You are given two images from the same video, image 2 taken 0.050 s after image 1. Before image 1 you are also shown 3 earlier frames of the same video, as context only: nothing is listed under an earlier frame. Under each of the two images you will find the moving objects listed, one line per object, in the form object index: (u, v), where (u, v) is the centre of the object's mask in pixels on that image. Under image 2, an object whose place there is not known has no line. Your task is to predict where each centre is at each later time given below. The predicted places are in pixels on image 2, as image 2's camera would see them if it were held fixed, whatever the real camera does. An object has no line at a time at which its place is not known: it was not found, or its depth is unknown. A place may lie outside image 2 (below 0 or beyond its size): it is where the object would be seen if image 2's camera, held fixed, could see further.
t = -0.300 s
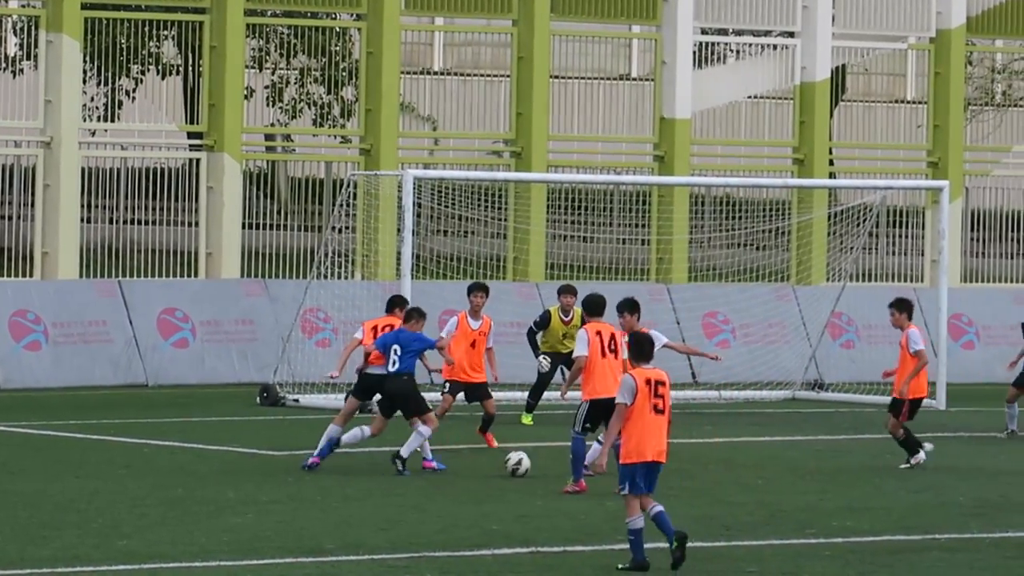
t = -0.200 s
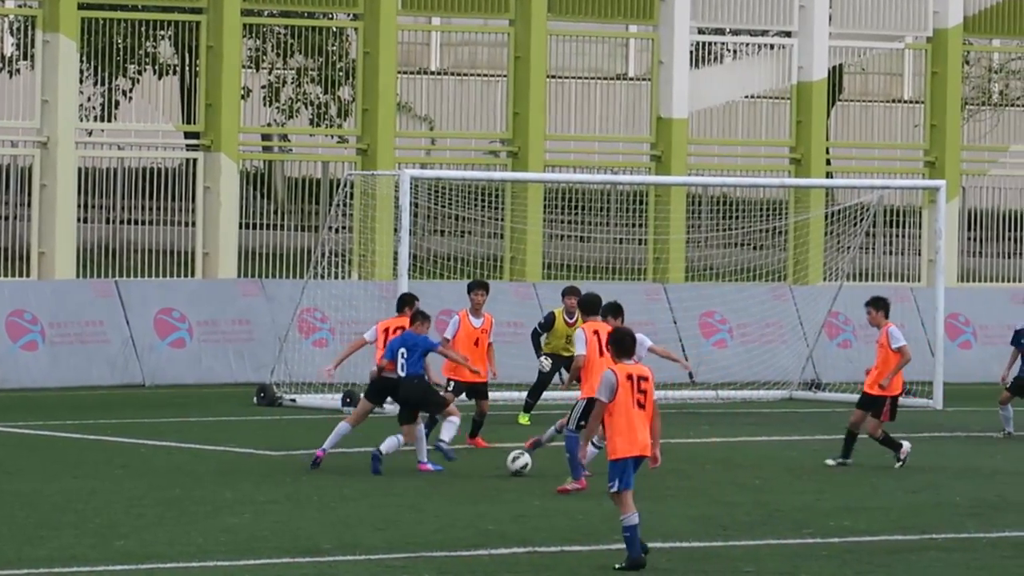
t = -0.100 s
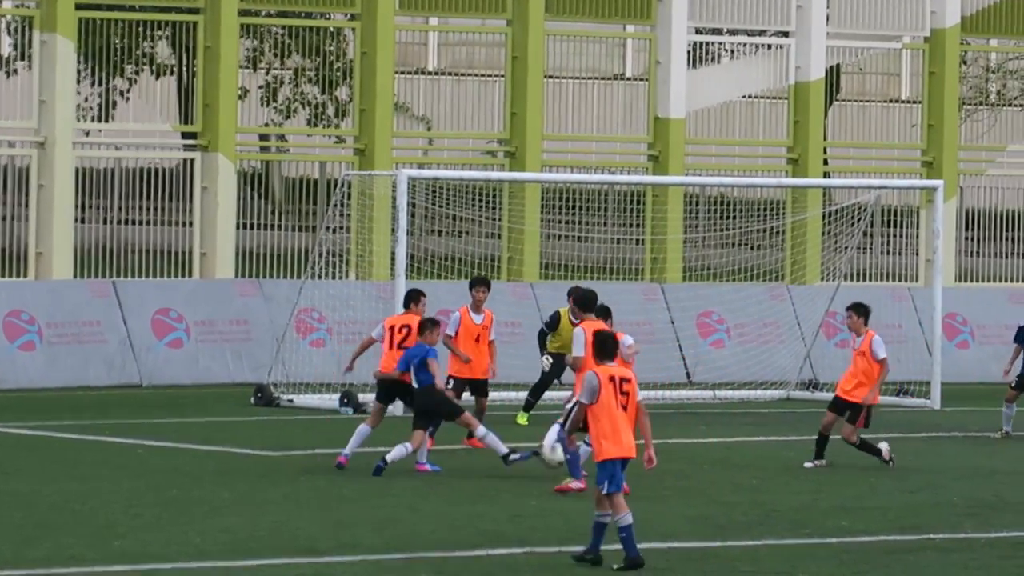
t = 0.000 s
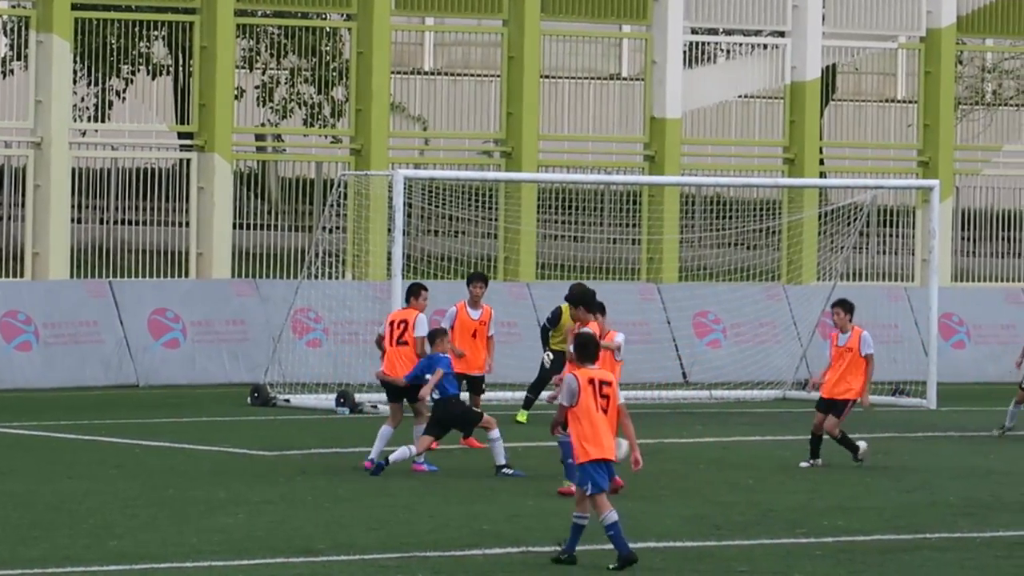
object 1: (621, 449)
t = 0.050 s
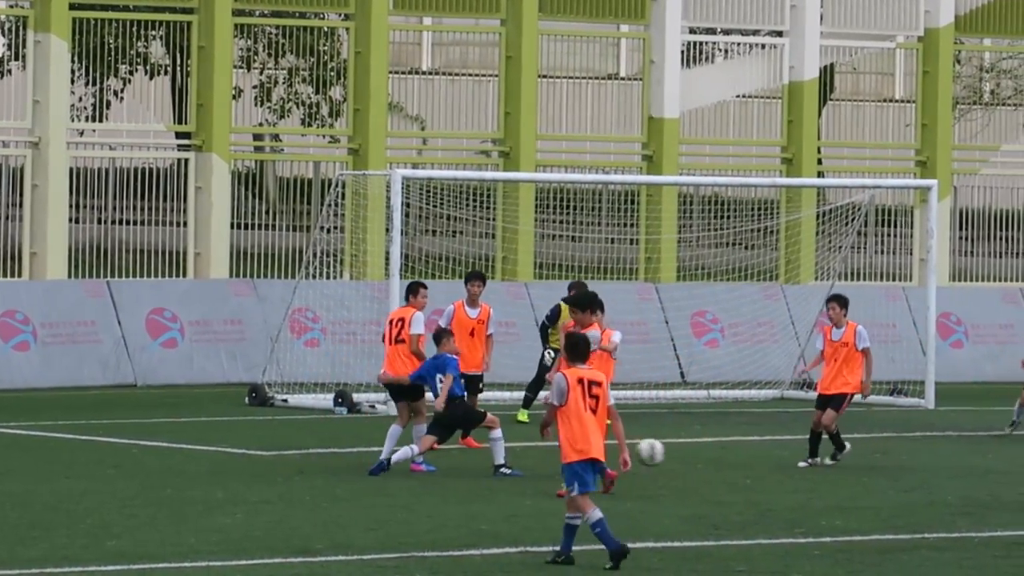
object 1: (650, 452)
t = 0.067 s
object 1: (663, 453)
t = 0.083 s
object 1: (676, 455)
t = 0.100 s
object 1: (688, 457)
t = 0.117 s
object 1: (701, 459)
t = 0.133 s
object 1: (716, 462)
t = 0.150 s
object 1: (729, 466)
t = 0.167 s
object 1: (741, 469)
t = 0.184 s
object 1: (756, 473)
